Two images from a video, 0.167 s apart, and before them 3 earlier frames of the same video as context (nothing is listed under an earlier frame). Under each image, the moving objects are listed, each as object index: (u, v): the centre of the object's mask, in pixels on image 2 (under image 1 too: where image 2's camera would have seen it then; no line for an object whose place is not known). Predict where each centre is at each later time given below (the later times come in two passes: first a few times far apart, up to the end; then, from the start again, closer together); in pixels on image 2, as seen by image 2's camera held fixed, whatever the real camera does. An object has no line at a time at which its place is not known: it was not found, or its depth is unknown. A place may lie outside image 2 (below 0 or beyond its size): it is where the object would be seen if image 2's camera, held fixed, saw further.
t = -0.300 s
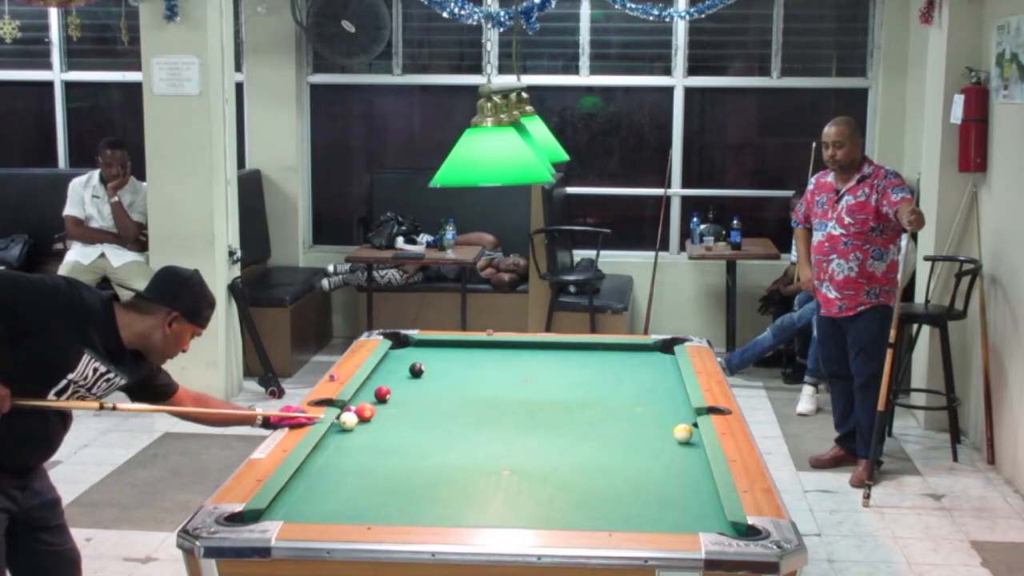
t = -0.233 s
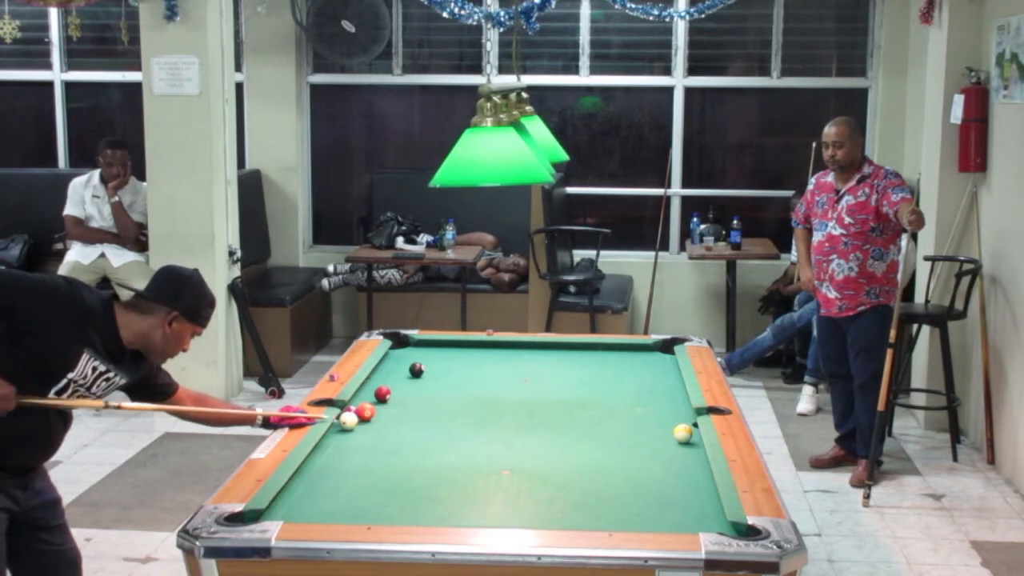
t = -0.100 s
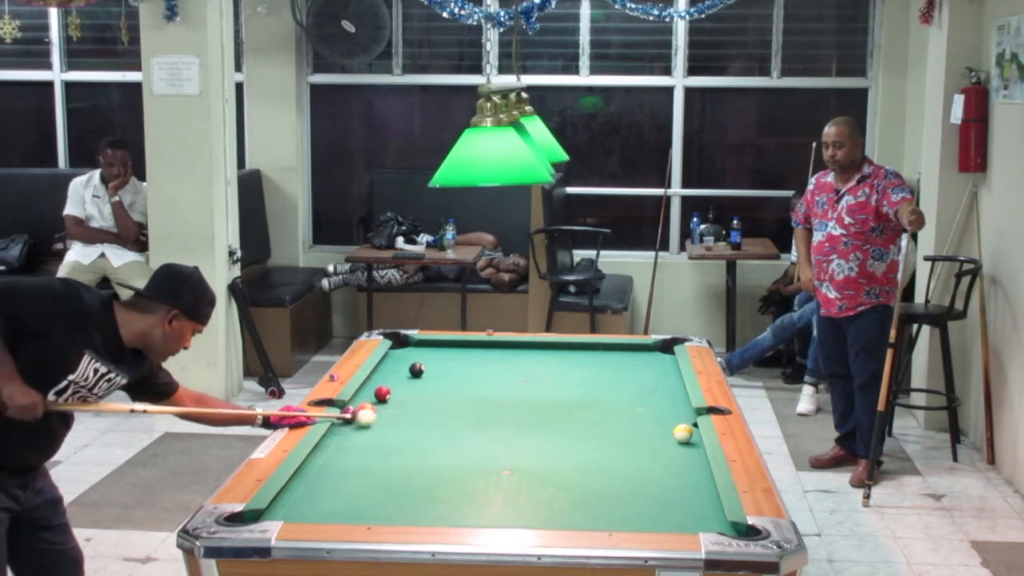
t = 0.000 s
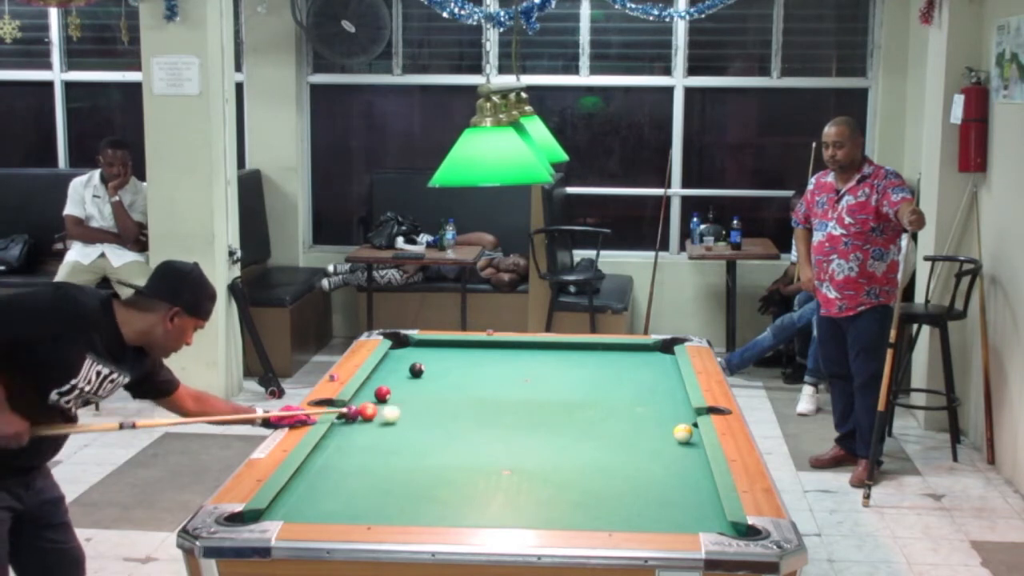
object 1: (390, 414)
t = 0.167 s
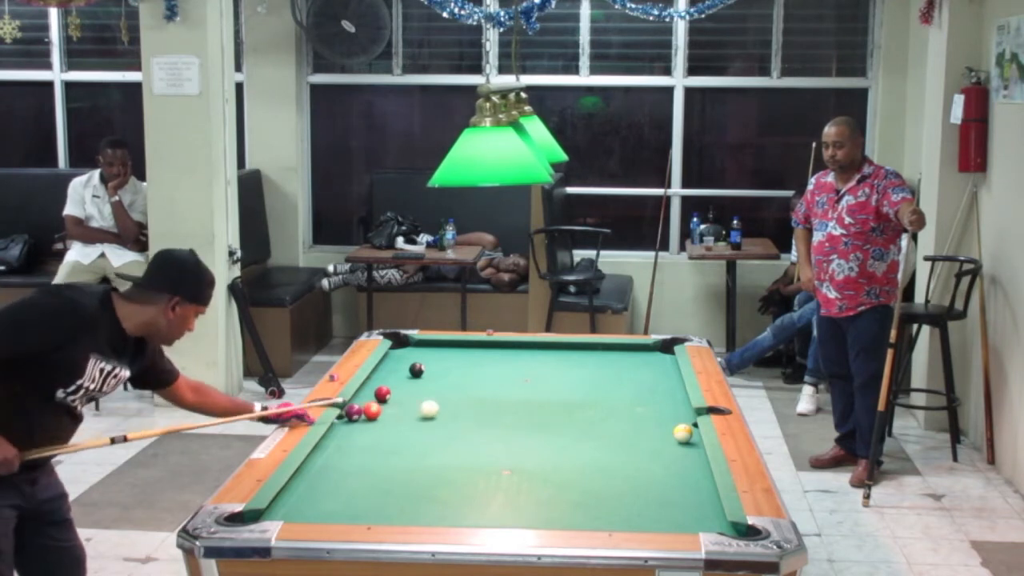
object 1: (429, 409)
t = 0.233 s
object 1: (444, 407)
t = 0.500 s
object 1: (501, 400)
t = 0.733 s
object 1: (547, 394)
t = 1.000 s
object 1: (596, 388)
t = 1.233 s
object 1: (636, 382)
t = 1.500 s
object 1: (672, 377)
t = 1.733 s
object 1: (652, 373)
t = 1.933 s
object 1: (636, 371)
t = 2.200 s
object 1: (616, 368)
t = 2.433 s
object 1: (601, 366)
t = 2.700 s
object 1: (584, 363)
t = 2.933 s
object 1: (571, 361)
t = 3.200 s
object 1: (557, 359)
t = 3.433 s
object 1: (547, 357)
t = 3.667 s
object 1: (537, 356)
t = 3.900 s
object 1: (529, 355)
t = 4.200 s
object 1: (520, 354)
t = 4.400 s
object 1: (514, 353)
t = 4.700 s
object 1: (508, 352)
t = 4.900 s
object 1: (505, 352)
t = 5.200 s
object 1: (502, 351)
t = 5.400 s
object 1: (500, 351)
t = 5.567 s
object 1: (500, 351)
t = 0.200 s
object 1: (437, 408)
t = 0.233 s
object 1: (444, 407)
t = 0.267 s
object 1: (451, 406)
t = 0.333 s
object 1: (466, 404)
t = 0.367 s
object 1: (473, 403)
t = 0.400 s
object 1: (480, 403)
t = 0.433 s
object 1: (487, 402)
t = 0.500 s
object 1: (501, 400)
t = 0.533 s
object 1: (508, 399)
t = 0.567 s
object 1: (515, 398)
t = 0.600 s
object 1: (521, 397)
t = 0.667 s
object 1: (534, 395)
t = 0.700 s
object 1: (541, 395)
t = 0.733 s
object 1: (547, 394)
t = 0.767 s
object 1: (554, 393)
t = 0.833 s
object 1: (566, 391)
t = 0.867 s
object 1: (572, 391)
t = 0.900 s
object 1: (579, 390)
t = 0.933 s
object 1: (584, 389)
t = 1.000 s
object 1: (596, 388)
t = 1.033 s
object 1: (602, 387)
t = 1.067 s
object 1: (608, 386)
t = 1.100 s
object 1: (614, 385)
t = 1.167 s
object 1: (625, 383)
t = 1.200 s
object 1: (630, 383)
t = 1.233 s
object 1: (636, 382)
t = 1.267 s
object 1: (642, 381)
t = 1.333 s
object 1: (652, 380)
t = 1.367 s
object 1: (658, 379)
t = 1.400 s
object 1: (663, 379)
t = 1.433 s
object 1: (668, 378)
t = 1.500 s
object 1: (672, 377)
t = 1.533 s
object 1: (670, 376)
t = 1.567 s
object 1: (666, 375)
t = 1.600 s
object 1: (664, 375)
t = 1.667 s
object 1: (658, 374)
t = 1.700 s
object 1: (655, 374)
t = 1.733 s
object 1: (652, 373)
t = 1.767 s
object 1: (649, 373)
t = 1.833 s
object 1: (644, 372)
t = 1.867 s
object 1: (641, 372)
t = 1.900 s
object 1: (639, 371)
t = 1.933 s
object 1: (636, 371)
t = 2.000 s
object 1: (631, 370)
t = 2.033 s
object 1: (628, 370)
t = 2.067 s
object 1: (626, 369)
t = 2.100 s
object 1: (623, 369)
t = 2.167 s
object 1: (618, 368)
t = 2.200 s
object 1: (616, 368)
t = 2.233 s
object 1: (614, 368)
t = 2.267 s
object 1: (612, 367)
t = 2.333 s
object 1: (607, 366)
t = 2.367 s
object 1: (605, 366)
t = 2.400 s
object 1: (603, 366)
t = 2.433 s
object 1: (601, 366)
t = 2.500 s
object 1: (596, 365)
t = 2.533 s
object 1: (594, 364)
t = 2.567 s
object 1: (592, 364)
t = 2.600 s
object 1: (590, 364)
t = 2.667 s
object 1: (586, 363)
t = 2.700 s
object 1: (584, 363)
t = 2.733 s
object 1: (582, 363)
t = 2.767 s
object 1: (580, 362)
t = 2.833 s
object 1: (576, 362)
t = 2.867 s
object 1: (575, 362)
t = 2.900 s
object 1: (573, 361)
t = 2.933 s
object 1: (571, 361)
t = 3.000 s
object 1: (567, 360)
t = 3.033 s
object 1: (566, 360)
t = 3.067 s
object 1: (564, 360)
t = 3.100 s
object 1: (562, 360)
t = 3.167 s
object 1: (559, 359)
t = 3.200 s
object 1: (557, 359)
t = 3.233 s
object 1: (556, 359)
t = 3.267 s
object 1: (554, 359)
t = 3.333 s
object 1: (551, 358)
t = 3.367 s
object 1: (550, 358)
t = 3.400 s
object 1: (548, 357)
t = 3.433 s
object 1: (547, 357)
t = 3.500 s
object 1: (544, 357)
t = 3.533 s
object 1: (542, 357)
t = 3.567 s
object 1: (541, 356)
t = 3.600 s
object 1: (539, 356)
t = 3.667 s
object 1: (537, 356)
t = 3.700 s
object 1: (536, 356)
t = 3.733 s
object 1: (535, 356)
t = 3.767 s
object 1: (533, 356)
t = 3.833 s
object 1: (531, 355)
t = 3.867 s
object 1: (530, 355)
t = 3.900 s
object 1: (529, 355)
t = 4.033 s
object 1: (524, 354)
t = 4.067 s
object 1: (523, 354)
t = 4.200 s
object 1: (520, 354)
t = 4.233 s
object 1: (519, 354)
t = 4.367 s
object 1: (515, 353)
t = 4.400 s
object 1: (514, 353)
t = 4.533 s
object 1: (511, 353)
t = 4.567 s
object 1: (510, 353)
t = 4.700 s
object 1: (508, 352)
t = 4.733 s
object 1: (507, 352)
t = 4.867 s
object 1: (505, 352)
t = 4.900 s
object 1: (505, 352)
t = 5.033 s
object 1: (503, 351)
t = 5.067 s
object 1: (503, 351)
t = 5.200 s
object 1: (502, 351)
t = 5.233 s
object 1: (502, 351)
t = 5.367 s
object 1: (501, 351)
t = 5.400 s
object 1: (500, 351)
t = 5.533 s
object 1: (500, 351)
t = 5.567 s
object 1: (500, 351)
